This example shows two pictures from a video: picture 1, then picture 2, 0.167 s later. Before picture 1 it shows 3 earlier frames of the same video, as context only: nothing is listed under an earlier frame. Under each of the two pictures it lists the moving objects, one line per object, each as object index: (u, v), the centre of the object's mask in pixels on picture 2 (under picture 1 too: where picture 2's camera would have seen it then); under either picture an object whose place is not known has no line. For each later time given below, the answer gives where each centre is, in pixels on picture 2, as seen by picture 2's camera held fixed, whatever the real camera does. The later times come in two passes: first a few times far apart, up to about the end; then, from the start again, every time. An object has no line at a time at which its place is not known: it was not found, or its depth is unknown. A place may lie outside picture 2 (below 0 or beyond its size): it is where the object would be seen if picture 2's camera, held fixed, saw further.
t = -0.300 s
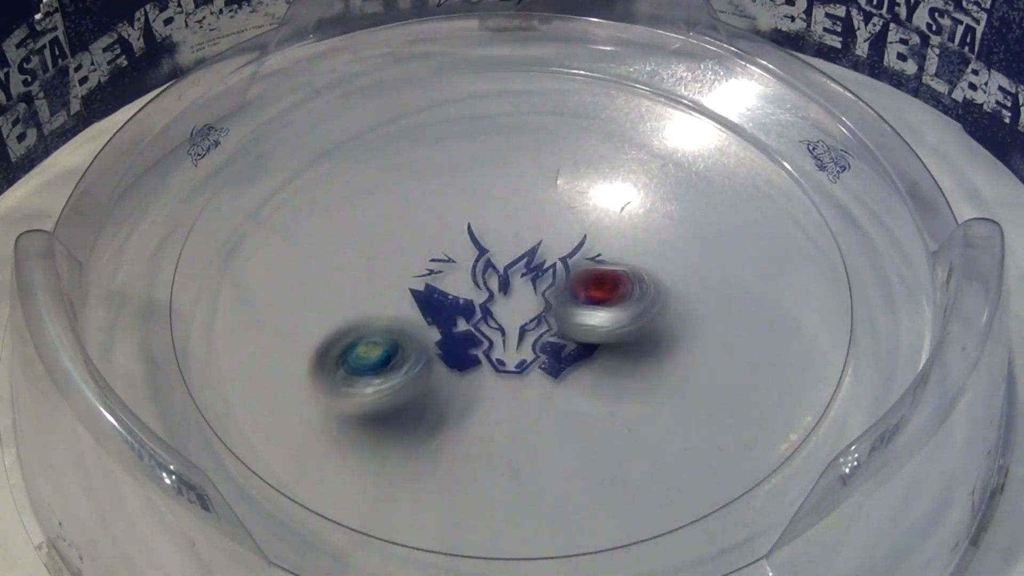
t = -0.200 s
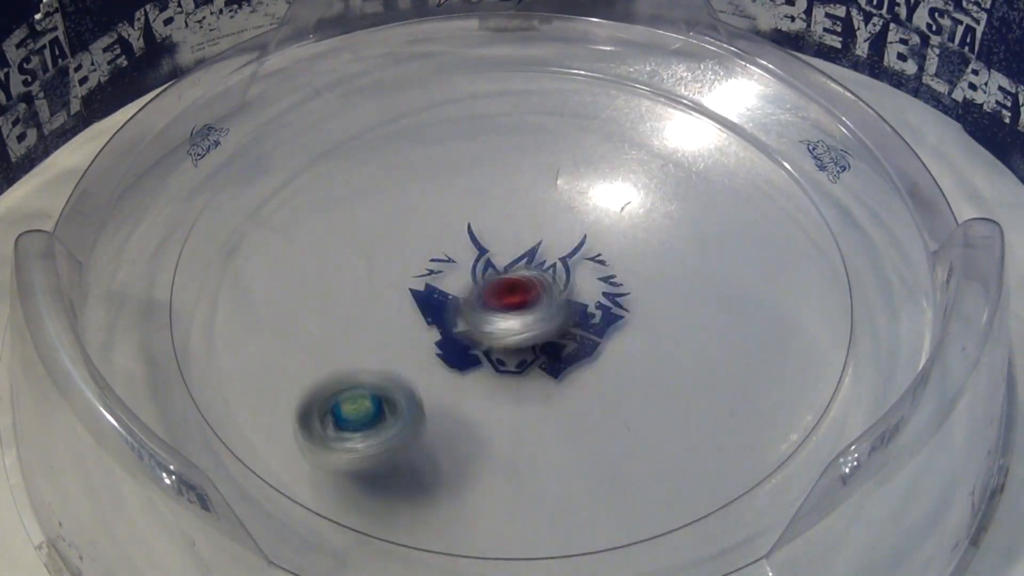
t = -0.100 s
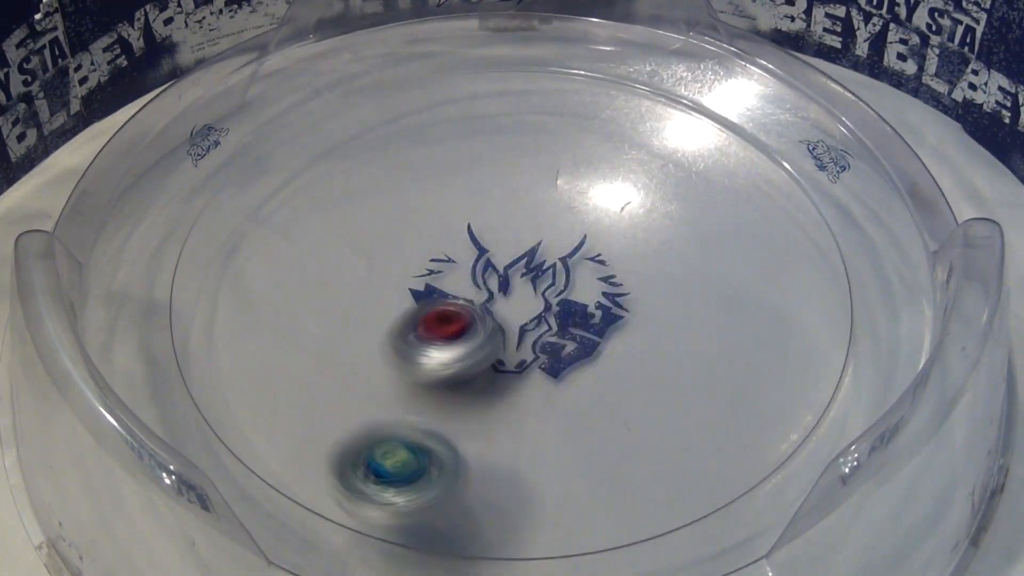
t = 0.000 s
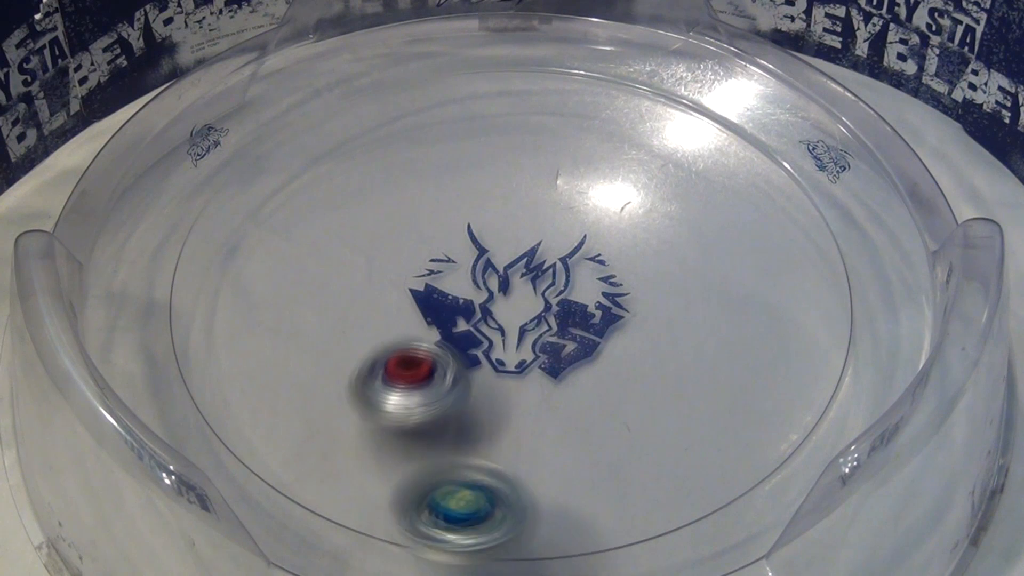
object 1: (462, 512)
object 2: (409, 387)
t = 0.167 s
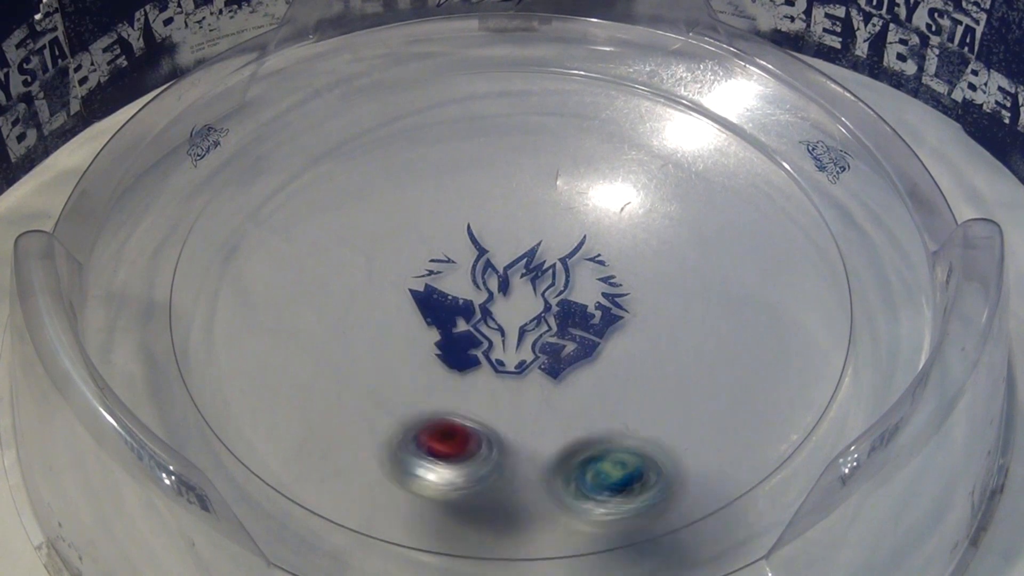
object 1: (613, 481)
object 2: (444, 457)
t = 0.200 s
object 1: (638, 461)
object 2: (469, 464)
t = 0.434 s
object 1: (558, 256)
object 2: (584, 372)
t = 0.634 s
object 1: (326, 192)
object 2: (485, 270)
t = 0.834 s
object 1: (190, 288)
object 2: (340, 233)
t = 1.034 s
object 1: (328, 420)
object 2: (252, 296)
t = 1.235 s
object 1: (574, 349)
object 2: (402, 367)
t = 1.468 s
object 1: (529, 137)
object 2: (546, 270)
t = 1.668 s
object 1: (340, 86)
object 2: (540, 158)
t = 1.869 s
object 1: (261, 219)
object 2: (430, 103)
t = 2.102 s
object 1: (524, 349)
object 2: (384, 233)
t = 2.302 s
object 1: (702, 216)
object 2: (525, 323)
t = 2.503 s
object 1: (633, 69)
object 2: (678, 302)
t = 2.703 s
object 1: (430, 120)
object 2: (733, 207)
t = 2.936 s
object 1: (450, 351)
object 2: (575, 187)
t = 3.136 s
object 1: (688, 393)
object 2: (466, 295)
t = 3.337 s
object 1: (839, 253)
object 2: (482, 404)
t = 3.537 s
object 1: (668, 158)
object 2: (607, 441)
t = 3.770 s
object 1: (406, 246)
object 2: (656, 336)
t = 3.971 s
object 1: (357, 412)
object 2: (523, 277)
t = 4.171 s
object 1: (555, 510)
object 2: (372, 283)
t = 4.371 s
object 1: (714, 380)
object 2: (296, 354)
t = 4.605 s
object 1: (560, 217)
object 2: (448, 411)
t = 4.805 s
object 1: (330, 188)
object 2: (536, 317)
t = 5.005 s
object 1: (186, 302)
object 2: (507, 205)
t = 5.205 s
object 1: (363, 435)
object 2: (403, 140)
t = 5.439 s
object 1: (617, 342)
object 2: (331, 231)
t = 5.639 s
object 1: (608, 165)
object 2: (466, 314)
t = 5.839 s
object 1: (441, 53)
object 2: (615, 292)
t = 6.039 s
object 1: (289, 156)
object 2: (685, 205)
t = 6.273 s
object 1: (425, 357)
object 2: (569, 154)
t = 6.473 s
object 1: (670, 340)
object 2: (481, 252)
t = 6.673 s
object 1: (766, 182)
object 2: (504, 365)
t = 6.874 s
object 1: (616, 88)
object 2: (617, 414)
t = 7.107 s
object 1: (406, 215)
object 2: (700, 332)
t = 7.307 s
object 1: (425, 395)
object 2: (572, 274)
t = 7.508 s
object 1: (639, 463)
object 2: (422, 290)
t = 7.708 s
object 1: (792, 339)
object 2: (340, 357)
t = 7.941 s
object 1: (626, 210)
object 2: (447, 425)
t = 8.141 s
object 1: (393, 219)
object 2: (543, 346)
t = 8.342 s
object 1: (259, 331)
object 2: (513, 238)
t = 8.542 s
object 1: (372, 466)
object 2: (417, 169)
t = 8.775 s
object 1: (622, 382)
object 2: (321, 226)
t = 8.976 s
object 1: (609, 228)
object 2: (427, 311)
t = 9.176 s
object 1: (447, 113)
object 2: (576, 299)
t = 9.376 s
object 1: (252, 137)
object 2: (655, 224)
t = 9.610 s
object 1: (315, 336)
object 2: (574, 152)
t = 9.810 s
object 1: (557, 381)
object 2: (482, 232)
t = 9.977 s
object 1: (701, 279)
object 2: (489, 326)
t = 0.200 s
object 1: (638, 461)
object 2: (469, 464)
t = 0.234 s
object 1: (655, 430)
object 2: (500, 466)
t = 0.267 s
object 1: (663, 405)
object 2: (528, 461)
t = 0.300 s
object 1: (657, 373)
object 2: (551, 447)
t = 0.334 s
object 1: (648, 346)
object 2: (568, 431)
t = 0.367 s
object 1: (622, 313)
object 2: (581, 412)
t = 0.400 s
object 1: (591, 281)
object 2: (584, 392)
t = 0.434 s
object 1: (558, 256)
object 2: (584, 372)
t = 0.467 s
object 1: (520, 232)
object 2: (575, 351)
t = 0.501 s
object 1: (483, 218)
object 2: (566, 334)
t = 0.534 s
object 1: (444, 206)
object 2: (551, 316)
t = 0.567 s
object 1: (405, 200)
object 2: (529, 295)
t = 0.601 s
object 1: (366, 196)
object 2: (509, 281)
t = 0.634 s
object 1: (326, 192)
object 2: (485, 270)
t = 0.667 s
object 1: (292, 202)
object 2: (461, 257)
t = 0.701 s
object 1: (257, 212)
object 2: (436, 248)
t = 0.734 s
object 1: (223, 224)
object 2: (412, 241)
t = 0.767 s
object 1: (190, 241)
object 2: (386, 236)
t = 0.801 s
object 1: (184, 259)
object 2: (364, 234)
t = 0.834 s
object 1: (190, 288)
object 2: (340, 233)
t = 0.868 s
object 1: (200, 314)
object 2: (315, 234)
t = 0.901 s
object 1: (211, 337)
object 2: (294, 238)
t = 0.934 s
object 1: (226, 364)
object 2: (275, 247)
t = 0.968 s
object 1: (248, 388)
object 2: (262, 261)
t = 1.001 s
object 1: (278, 408)
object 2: (254, 278)
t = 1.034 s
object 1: (328, 420)
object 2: (252, 296)
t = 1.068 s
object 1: (384, 433)
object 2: (261, 316)
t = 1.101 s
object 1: (434, 431)
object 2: (281, 337)
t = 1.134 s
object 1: (477, 421)
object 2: (306, 352)
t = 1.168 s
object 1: (517, 404)
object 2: (336, 363)
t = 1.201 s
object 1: (551, 380)
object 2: (369, 368)
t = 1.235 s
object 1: (574, 349)
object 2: (402, 367)
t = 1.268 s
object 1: (591, 312)
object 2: (435, 363)
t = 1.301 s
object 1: (596, 281)
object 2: (461, 354)
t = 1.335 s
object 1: (596, 247)
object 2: (487, 341)
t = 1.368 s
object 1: (586, 218)
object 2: (504, 328)
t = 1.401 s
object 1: (571, 187)
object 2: (524, 311)
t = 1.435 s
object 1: (553, 162)
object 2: (537, 291)
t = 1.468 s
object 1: (529, 137)
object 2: (546, 270)
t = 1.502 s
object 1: (499, 112)
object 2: (553, 250)
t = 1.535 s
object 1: (465, 93)
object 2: (555, 231)
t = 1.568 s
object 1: (434, 79)
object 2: (555, 213)
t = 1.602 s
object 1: (399, 68)
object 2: (554, 193)
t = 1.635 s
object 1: (367, 71)
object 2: (550, 176)
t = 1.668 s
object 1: (340, 86)
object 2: (540, 158)
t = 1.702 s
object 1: (317, 100)
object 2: (530, 144)
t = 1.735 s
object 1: (294, 113)
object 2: (515, 130)
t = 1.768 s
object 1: (272, 131)
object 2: (498, 118)
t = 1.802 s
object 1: (258, 155)
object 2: (477, 109)
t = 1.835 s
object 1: (255, 187)
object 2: (454, 103)
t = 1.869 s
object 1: (261, 219)
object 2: (430, 103)
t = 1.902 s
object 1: (278, 253)
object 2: (408, 111)
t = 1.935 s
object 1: (305, 283)
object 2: (390, 124)
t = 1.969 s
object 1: (342, 313)
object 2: (376, 144)
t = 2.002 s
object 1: (385, 335)
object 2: (369, 165)
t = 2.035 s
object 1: (427, 349)
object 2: (368, 188)
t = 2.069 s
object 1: (475, 354)
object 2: (373, 211)
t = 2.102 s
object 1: (524, 349)
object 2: (384, 233)
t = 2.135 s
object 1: (568, 341)
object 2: (401, 255)
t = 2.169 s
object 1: (609, 319)
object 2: (421, 275)
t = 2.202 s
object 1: (642, 298)
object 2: (443, 291)
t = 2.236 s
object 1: (667, 274)
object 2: (471, 305)
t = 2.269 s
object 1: (687, 245)
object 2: (496, 317)
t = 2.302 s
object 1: (702, 216)
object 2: (525, 323)
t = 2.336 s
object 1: (708, 191)
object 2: (551, 325)
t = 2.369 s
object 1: (707, 163)
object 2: (582, 327)
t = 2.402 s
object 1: (701, 132)
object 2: (608, 324)
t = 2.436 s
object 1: (687, 102)
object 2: (634, 319)
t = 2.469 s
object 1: (664, 77)
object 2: (656, 310)
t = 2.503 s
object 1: (633, 69)
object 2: (678, 302)
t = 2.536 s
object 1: (599, 63)
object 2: (695, 290)
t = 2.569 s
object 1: (563, 62)
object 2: (711, 276)
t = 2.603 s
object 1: (523, 63)
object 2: (724, 261)
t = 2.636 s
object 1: (491, 74)
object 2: (733, 243)
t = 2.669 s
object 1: (458, 95)
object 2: (735, 224)
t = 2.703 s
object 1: (430, 120)
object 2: (733, 207)
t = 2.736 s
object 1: (409, 150)
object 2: (724, 192)
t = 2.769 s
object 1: (394, 185)
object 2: (708, 180)
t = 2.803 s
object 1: (389, 224)
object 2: (685, 172)
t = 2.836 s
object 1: (392, 255)
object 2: (658, 167)
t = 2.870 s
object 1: (403, 292)
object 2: (629, 170)
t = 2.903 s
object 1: (423, 322)
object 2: (602, 177)
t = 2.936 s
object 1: (450, 351)
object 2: (575, 187)
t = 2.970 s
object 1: (484, 376)
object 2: (552, 200)
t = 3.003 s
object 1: (523, 395)
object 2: (532, 216)
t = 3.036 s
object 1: (565, 403)
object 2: (516, 232)
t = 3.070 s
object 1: (606, 407)
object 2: (500, 251)
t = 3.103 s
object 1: (646, 403)
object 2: (487, 272)
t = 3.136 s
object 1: (688, 393)
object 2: (466, 295)
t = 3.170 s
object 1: (730, 376)
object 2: (463, 313)
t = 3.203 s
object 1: (766, 357)
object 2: (469, 332)
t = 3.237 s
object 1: (794, 335)
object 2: (460, 352)
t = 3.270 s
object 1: (822, 309)
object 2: (473, 372)
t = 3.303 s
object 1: (835, 280)
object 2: (480, 389)
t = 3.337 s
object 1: (839, 253)
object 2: (482, 404)
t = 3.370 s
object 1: (831, 227)
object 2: (495, 417)
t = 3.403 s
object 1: (812, 204)
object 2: (512, 427)
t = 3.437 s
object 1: (787, 183)
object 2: (533, 437)
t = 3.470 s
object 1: (754, 170)
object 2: (562, 443)
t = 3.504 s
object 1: (712, 162)
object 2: (581, 444)
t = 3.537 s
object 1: (668, 158)
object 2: (607, 441)
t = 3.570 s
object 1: (626, 154)
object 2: (633, 432)
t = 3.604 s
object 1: (583, 162)
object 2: (652, 421)
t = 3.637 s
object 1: (545, 174)
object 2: (665, 406)
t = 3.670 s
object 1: (506, 182)
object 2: (674, 390)
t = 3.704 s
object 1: (469, 199)
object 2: (674, 369)
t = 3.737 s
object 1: (436, 223)
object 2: (667, 351)
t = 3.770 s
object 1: (406, 246)
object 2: (656, 336)
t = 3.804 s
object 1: (384, 272)
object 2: (639, 320)
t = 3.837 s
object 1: (365, 301)
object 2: (617, 307)
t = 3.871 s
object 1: (354, 325)
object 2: (604, 299)
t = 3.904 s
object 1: (348, 358)
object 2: (578, 289)
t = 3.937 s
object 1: (347, 383)
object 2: (551, 283)
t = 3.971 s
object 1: (357, 412)
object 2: (523, 277)
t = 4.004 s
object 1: (372, 439)
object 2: (498, 274)
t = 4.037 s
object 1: (398, 464)
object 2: (470, 273)
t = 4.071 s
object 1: (427, 482)
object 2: (446, 273)
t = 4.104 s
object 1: (467, 501)
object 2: (420, 274)
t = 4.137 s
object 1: (509, 513)
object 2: (394, 278)
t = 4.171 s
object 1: (555, 510)
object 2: (372, 283)
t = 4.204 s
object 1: (601, 501)
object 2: (350, 291)
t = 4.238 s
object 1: (641, 486)
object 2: (333, 300)
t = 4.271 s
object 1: (672, 467)
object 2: (317, 310)
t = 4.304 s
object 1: (696, 438)
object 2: (306, 323)
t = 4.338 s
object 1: (709, 411)
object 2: (298, 338)
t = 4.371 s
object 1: (714, 380)
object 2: (296, 354)
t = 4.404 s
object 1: (711, 353)
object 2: (300, 369)
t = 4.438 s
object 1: (699, 327)
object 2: (313, 386)
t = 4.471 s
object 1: (685, 302)
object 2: (334, 402)
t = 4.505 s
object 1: (661, 278)
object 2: (359, 409)
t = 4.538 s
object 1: (632, 256)
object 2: (389, 414)
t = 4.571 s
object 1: (599, 237)
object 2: (418, 415)
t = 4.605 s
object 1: (560, 217)
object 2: (448, 411)
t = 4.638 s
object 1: (523, 204)
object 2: (473, 401)
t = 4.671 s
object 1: (487, 193)
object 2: (493, 388)
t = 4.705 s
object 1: (448, 186)
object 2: (510, 372)
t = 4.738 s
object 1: (406, 182)
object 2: (525, 355)
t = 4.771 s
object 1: (369, 182)
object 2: (533, 335)
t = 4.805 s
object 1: (330, 188)
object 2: (536, 317)
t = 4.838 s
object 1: (293, 196)
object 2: (539, 296)
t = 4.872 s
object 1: (263, 210)
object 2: (537, 276)
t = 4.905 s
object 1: (236, 228)
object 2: (533, 257)
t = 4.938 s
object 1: (212, 250)
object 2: (526, 237)
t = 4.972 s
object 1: (194, 274)
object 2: (519, 222)
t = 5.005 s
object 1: (186, 302)
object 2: (507, 205)
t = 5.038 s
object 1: (187, 332)
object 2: (494, 189)
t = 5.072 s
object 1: (205, 363)
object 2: (479, 176)
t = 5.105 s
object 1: (230, 389)
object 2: (462, 162)
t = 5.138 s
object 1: (269, 409)
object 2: (447, 154)
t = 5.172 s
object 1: (321, 429)
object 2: (429, 149)
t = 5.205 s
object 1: (363, 435)
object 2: (403, 140)
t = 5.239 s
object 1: (417, 441)
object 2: (380, 139)
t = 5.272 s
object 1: (461, 438)
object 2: (361, 144)
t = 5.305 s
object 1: (503, 428)
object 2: (343, 156)
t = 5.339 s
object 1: (541, 414)
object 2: (330, 172)
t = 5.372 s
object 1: (569, 393)
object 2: (325, 191)
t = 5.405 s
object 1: (598, 369)
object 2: (324, 211)
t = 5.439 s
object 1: (617, 342)
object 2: (331, 231)
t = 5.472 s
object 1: (630, 311)
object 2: (346, 253)
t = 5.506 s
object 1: (638, 278)
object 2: (362, 270)
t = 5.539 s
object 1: (640, 253)
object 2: (387, 288)
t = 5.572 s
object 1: (634, 220)
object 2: (413, 300)
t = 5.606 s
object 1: (621, 188)
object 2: (435, 308)
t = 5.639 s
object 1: (608, 165)
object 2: (466, 314)
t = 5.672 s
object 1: (588, 137)
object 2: (491, 318)
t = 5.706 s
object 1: (565, 114)
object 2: (519, 319)
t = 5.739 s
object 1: (535, 94)
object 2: (547, 315)
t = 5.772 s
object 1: (505, 78)
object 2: (573, 309)
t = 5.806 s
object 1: (475, 64)
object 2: (594, 301)
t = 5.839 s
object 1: (441, 53)
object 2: (615, 292)
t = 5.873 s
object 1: (408, 58)
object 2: (637, 280)
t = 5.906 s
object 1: (377, 68)
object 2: (651, 268)
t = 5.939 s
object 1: (345, 83)
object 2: (664, 253)
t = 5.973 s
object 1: (319, 101)
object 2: (673, 238)
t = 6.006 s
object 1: (299, 125)
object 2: (682, 223)
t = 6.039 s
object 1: (289, 156)
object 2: (685, 205)
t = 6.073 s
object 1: (285, 189)
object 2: (682, 188)
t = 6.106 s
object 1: (290, 223)
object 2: (674, 174)
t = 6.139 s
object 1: (304, 256)
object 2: (657, 160)
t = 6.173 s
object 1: (326, 290)
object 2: (638, 151)
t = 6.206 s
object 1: (352, 313)
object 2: (616, 146)
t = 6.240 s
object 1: (388, 337)
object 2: (592, 148)
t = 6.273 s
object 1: (425, 357)
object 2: (569, 154)
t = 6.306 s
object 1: (467, 368)
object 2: (548, 165)
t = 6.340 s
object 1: (506, 373)
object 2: (527, 178)
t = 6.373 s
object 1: (555, 376)
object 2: (511, 195)
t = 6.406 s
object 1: (596, 370)
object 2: (498, 212)
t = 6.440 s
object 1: (638, 357)
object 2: (489, 232)
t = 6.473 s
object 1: (670, 340)
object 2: (481, 252)
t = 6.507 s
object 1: (702, 316)
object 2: (476, 273)
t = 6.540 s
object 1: (728, 295)
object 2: (477, 294)
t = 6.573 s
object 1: (748, 266)
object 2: (478, 311)
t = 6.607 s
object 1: (761, 237)
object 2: (485, 330)
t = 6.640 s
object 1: (766, 208)
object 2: (494, 347)
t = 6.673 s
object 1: (766, 182)
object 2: (504, 365)
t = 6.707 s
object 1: (760, 157)
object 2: (519, 380)
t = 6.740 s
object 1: (749, 134)
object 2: (536, 392)
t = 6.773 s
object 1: (726, 111)
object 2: (553, 402)
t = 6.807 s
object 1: (690, 97)
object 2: (573, 408)
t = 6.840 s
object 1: (652, 89)
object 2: (594, 412)
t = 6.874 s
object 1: (616, 88)
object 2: (617, 414)
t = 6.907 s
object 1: (580, 92)
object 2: (640, 411)
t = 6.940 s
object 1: (543, 103)
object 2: (663, 405)
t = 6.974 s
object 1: (508, 118)
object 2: (682, 392)
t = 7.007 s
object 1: (476, 135)
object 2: (697, 379)
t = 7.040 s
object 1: (448, 158)
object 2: (705, 363)
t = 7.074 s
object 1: (424, 185)
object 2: (705, 346)
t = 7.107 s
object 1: (406, 215)
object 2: (700, 332)
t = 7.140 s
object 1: (394, 243)
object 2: (686, 316)
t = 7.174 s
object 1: (388, 277)
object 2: (671, 304)
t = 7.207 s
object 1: (388, 309)
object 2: (649, 293)
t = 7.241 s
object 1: (394, 340)
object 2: (623, 284)
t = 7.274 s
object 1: (406, 367)
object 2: (599, 278)
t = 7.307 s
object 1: (425, 395)
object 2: (572, 274)
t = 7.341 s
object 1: (450, 418)
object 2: (546, 272)
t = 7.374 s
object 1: (480, 436)
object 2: (519, 273)
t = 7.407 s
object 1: (516, 451)
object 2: (495, 276)
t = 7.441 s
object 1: (556, 461)
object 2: (466, 279)
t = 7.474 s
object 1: (598, 465)
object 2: (445, 284)
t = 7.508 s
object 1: (639, 463)
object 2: (422, 290)
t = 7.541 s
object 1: (684, 456)
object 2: (402, 298)
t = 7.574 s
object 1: (720, 443)
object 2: (384, 308)
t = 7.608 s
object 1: (751, 422)
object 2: (369, 318)
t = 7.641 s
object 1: (777, 396)
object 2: (353, 331)
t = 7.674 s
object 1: (792, 368)
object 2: (345, 343)
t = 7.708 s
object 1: (792, 339)
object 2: (340, 357)
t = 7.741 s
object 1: (784, 313)
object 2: (338, 371)
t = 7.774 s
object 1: (771, 289)
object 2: (344, 388)
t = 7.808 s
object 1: (751, 271)
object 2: (352, 400)
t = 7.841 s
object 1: (727, 252)
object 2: (369, 412)
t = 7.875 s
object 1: (697, 235)
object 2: (393, 422)
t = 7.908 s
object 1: (666, 223)
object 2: (419, 426)
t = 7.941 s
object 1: (626, 210)
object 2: (447, 425)
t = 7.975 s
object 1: (581, 203)
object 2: (473, 420)
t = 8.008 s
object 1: (541, 200)
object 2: (496, 410)
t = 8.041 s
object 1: (507, 201)
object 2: (511, 397)
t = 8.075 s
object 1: (464, 201)
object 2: (527, 381)
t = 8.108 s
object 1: (428, 208)
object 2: (535, 364)
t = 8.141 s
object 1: (393, 219)
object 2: (543, 346)
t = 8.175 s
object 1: (362, 231)
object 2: (545, 328)
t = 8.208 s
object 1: (330, 245)
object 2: (544, 311)
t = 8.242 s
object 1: (305, 261)
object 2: (539, 290)
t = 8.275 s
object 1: (282, 282)
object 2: (533, 273)
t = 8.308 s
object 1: (268, 306)
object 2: (524, 256)
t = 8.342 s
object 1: (259, 331)
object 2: (513, 238)
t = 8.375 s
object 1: (256, 359)
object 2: (502, 224)
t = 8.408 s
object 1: (261, 385)
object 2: (487, 210)
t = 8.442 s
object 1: (276, 413)
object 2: (473, 199)
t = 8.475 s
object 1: (299, 434)
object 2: (455, 187)
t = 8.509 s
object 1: (333, 453)
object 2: (437, 178)
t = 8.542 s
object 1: (372, 466)
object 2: (417, 169)
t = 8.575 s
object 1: (414, 471)
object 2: (398, 166)
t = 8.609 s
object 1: (461, 470)
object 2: (376, 164)
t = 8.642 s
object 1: (504, 461)
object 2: (356, 168)
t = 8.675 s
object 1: (544, 449)
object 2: (339, 177)
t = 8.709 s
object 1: (576, 429)
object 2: (329, 190)
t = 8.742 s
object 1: (604, 407)
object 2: (322, 207)
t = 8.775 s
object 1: (622, 382)
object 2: (321, 226)
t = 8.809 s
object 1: (637, 360)
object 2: (329, 245)
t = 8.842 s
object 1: (642, 328)
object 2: (340, 262)
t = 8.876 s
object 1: (639, 301)
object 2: (357, 277)
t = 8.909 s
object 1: (633, 273)
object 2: (380, 294)
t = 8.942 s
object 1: (624, 251)
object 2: (403, 305)
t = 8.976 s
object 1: (609, 228)
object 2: (427, 311)
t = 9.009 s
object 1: (589, 201)
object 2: (451, 316)
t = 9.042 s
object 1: (566, 179)
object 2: (482, 318)
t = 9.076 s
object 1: (542, 160)
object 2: (506, 320)
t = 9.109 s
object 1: (511, 139)
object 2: (529, 317)
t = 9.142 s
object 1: (482, 126)
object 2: (554, 308)
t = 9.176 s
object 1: (447, 113)
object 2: (576, 299)
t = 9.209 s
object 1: (413, 105)
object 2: (595, 290)
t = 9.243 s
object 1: (376, 101)
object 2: (611, 279)
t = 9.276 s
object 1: (341, 103)
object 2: (629, 266)
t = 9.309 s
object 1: (307, 108)
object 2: (637, 251)
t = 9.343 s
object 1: (277, 120)
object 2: (648, 238)
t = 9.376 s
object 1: (252, 137)
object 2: (655, 224)
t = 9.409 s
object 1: (236, 160)
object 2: (656, 207)
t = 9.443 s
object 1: (229, 192)
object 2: (655, 193)
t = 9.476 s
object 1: (231, 218)
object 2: (646, 178)
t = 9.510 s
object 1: (241, 250)
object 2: (632, 165)
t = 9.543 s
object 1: (259, 282)
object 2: (615, 156)
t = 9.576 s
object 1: (284, 311)
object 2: (595, 152)
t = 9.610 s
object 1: (315, 336)
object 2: (574, 152)
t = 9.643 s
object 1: (350, 356)
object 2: (552, 157)
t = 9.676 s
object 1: (386, 372)
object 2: (532, 167)
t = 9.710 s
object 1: (426, 382)
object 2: (515, 180)
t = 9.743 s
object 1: (468, 388)
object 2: (502, 197)
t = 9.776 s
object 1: (514, 389)
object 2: (490, 214)
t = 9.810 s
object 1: (557, 381)
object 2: (482, 232)
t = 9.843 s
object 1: (595, 369)
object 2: (477, 251)
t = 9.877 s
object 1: (629, 352)
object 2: (474, 271)
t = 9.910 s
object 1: (658, 328)
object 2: (476, 290)
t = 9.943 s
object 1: (682, 304)
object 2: (479, 308)
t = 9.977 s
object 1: (701, 279)
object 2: (489, 326)
